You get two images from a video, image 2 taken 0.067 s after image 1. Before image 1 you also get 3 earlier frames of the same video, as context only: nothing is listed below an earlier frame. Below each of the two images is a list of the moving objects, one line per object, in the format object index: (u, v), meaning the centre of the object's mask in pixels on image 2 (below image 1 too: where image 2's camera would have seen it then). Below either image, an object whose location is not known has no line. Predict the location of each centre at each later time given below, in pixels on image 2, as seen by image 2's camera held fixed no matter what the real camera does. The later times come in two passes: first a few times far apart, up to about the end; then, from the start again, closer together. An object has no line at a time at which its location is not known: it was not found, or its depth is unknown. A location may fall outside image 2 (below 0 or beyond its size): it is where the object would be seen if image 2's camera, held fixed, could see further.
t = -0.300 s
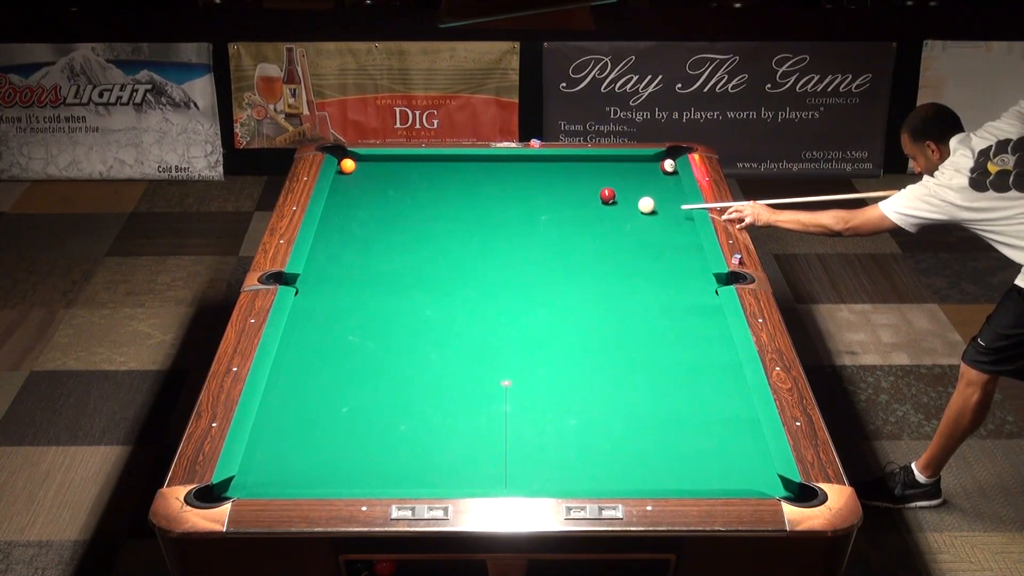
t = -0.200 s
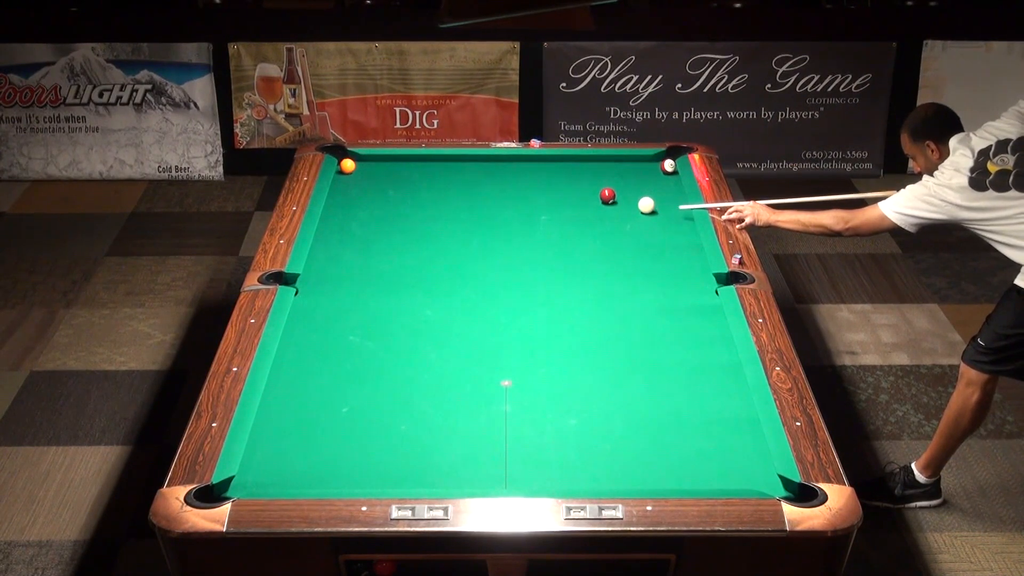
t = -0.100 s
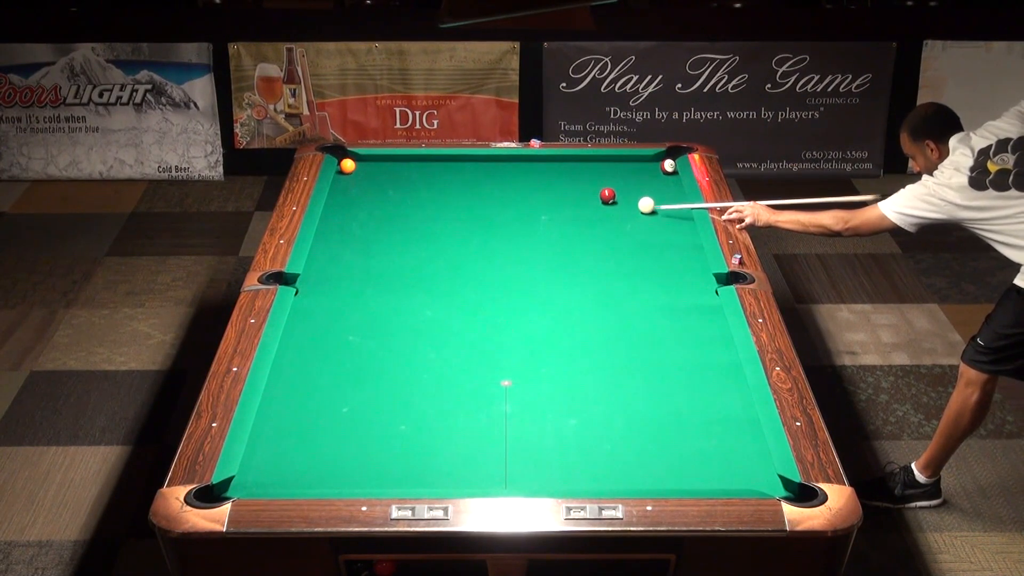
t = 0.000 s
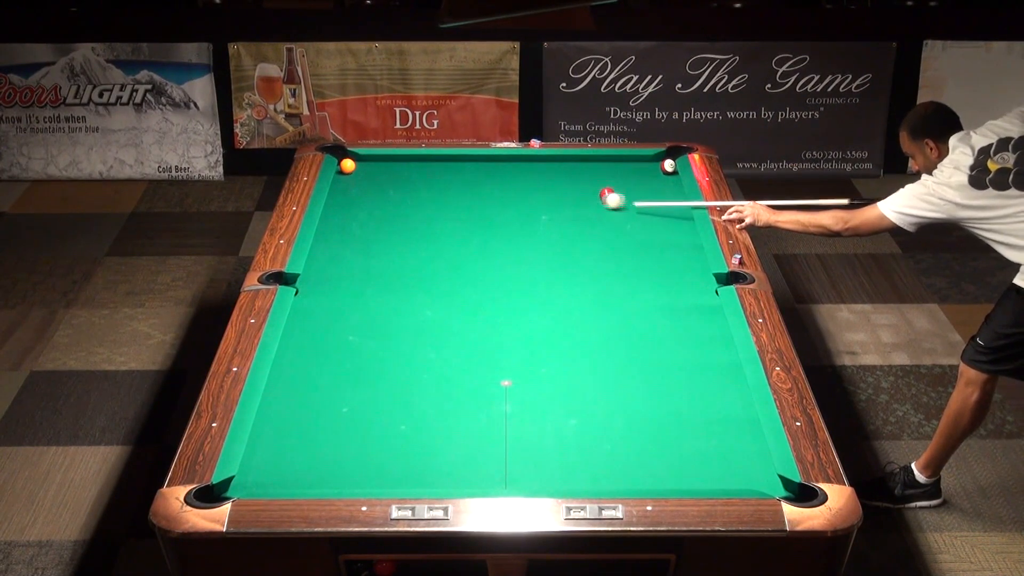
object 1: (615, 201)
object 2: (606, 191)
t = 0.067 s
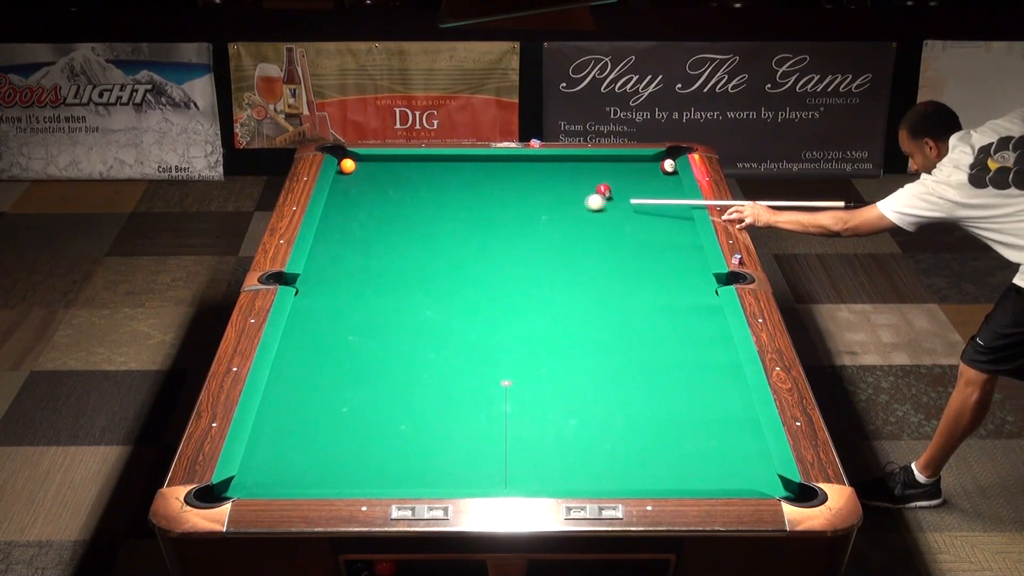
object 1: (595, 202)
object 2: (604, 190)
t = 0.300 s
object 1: (543, 207)
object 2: (592, 180)
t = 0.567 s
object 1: (485, 213)
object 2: (580, 168)
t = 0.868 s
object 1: (419, 220)
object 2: (568, 160)
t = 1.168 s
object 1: (355, 227)
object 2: (564, 165)
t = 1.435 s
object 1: (336, 234)
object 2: (559, 171)
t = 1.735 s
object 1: (364, 244)
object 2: (555, 176)
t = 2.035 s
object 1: (391, 255)
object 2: (551, 181)
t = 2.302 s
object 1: (415, 264)
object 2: (548, 186)
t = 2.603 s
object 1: (441, 274)
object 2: (545, 190)
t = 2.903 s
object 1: (465, 283)
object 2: (542, 194)
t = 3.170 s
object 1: (487, 292)
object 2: (540, 197)
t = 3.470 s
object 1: (510, 300)
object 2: (539, 199)
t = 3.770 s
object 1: (532, 309)
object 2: (538, 201)
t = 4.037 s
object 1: (550, 316)
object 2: (538, 202)
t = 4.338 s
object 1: (569, 324)
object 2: (538, 203)
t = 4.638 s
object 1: (588, 331)
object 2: (538, 203)
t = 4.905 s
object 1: (603, 337)
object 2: (538, 203)
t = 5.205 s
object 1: (618, 343)
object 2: (538, 203)
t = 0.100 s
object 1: (587, 203)
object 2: (601, 189)
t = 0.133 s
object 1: (580, 204)
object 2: (600, 188)
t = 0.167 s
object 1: (573, 205)
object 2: (598, 186)
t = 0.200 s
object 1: (566, 205)
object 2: (597, 185)
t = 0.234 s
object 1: (558, 206)
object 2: (595, 183)
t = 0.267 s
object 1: (551, 207)
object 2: (594, 182)
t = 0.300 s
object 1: (543, 207)
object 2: (592, 180)
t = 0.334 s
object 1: (536, 208)
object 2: (590, 178)
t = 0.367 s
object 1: (529, 209)
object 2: (589, 177)
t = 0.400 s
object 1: (521, 210)
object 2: (587, 175)
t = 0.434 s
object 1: (514, 210)
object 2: (586, 174)
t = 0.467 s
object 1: (507, 211)
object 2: (584, 173)
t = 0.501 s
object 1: (499, 212)
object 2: (583, 171)
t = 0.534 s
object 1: (492, 212)
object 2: (581, 170)
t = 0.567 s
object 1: (485, 213)
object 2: (580, 168)
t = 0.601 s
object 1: (478, 214)
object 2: (578, 166)
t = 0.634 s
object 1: (470, 214)
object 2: (577, 165)
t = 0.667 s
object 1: (463, 215)
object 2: (576, 164)
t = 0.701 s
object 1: (456, 216)
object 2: (574, 163)
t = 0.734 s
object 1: (448, 217)
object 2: (573, 162)
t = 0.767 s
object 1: (441, 217)
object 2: (571, 160)
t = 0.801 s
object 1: (434, 218)
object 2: (570, 159)
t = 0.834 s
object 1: (427, 219)
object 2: (569, 159)
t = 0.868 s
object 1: (419, 220)
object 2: (568, 160)
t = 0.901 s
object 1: (412, 220)
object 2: (568, 160)
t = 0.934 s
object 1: (405, 221)
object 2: (568, 161)
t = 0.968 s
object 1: (398, 222)
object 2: (567, 161)
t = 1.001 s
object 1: (391, 222)
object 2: (567, 162)
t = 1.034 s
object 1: (383, 223)
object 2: (566, 163)
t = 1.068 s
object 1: (376, 224)
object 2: (566, 163)
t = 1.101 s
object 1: (369, 225)
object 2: (565, 164)
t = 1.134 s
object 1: (362, 226)
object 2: (564, 165)
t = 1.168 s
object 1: (355, 227)
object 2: (564, 165)
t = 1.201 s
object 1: (348, 227)
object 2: (563, 166)
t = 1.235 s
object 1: (340, 228)
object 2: (563, 167)
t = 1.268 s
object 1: (333, 229)
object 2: (562, 167)
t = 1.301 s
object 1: (326, 229)
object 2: (561, 168)
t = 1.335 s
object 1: (326, 230)
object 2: (561, 169)
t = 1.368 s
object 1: (330, 231)
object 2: (560, 170)
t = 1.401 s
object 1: (333, 233)
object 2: (560, 170)
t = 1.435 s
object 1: (336, 234)
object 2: (559, 171)
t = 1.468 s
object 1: (339, 235)
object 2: (559, 171)
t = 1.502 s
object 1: (342, 236)
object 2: (558, 172)
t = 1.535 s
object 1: (346, 237)
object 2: (558, 172)
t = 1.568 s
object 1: (349, 239)
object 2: (557, 174)
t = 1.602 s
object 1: (352, 240)
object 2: (557, 174)
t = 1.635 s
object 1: (355, 241)
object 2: (556, 175)
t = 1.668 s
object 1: (358, 242)
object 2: (556, 176)
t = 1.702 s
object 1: (361, 243)
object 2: (555, 176)
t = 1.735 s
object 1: (364, 244)
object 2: (555, 176)
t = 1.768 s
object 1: (367, 245)
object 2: (554, 177)
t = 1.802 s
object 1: (370, 247)
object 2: (554, 177)
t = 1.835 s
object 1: (373, 248)
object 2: (553, 178)
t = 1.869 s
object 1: (376, 249)
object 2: (553, 178)
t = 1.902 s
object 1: (379, 250)
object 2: (552, 179)
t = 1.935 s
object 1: (382, 251)
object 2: (552, 180)
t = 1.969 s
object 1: (385, 253)
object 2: (552, 180)
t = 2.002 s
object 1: (388, 253)
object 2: (551, 181)
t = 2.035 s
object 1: (391, 255)
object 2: (551, 181)
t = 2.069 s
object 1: (394, 256)
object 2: (550, 182)
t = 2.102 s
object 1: (397, 257)
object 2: (550, 183)
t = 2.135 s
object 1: (400, 258)
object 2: (550, 183)
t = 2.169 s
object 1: (403, 259)
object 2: (549, 184)
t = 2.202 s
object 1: (406, 260)
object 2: (549, 184)
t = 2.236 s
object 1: (409, 262)
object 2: (549, 185)
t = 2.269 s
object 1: (412, 263)
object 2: (548, 185)
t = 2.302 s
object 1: (415, 264)
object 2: (548, 186)
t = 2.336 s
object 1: (418, 265)
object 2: (547, 186)
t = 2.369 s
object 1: (420, 266)
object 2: (547, 186)
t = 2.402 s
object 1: (423, 267)
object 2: (547, 187)
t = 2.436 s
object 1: (426, 268)
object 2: (546, 187)
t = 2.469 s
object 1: (429, 269)
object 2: (546, 188)
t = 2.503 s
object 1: (432, 270)
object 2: (546, 189)
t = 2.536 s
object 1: (435, 272)
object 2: (546, 189)
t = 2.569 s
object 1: (438, 273)
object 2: (545, 190)
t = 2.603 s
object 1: (441, 274)
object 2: (545, 190)
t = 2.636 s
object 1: (443, 275)
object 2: (544, 190)
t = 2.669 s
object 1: (446, 276)
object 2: (544, 191)
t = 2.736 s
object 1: (452, 278)
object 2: (544, 192)
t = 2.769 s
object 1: (454, 279)
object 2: (543, 192)
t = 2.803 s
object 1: (457, 280)
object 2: (543, 192)
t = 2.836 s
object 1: (460, 281)
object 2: (543, 193)
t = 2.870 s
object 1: (463, 282)
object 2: (542, 193)
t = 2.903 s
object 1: (465, 283)
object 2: (542, 194)
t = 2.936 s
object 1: (468, 285)
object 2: (542, 194)
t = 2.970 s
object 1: (471, 286)
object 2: (542, 194)
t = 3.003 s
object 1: (474, 287)
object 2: (541, 195)
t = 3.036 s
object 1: (476, 288)
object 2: (541, 195)
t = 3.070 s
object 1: (479, 289)
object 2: (541, 195)
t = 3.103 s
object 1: (482, 290)
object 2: (541, 196)
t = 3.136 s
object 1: (484, 291)
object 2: (540, 196)
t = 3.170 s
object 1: (487, 292)
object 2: (540, 197)
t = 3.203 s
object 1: (490, 293)
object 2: (540, 196)
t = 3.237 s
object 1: (492, 294)
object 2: (540, 197)
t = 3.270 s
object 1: (495, 295)
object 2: (540, 197)
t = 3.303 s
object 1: (497, 296)
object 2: (540, 198)
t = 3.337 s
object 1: (500, 297)
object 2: (539, 198)
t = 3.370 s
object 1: (502, 298)
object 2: (539, 198)
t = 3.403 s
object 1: (505, 299)
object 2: (539, 198)
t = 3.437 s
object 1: (507, 300)
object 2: (539, 199)
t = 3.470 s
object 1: (510, 300)
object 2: (539, 199)
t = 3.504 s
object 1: (512, 302)
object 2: (539, 199)
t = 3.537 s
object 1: (515, 302)
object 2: (539, 199)
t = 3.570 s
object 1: (517, 304)
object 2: (538, 200)
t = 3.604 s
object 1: (520, 304)
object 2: (538, 200)
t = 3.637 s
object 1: (522, 305)
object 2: (538, 200)
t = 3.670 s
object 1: (525, 306)
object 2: (538, 200)
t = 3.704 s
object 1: (527, 307)
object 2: (538, 200)
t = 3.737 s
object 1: (530, 308)
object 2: (538, 201)
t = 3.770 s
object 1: (532, 309)
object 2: (538, 201)
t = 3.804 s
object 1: (534, 310)
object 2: (538, 201)
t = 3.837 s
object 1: (537, 311)
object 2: (538, 201)
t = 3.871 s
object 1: (539, 312)
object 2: (538, 201)
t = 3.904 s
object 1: (541, 313)
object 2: (538, 202)
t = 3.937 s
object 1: (544, 314)
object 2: (538, 202)
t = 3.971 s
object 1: (546, 315)
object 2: (538, 202)
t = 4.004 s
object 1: (548, 315)
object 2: (538, 202)
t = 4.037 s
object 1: (550, 316)
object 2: (538, 202)
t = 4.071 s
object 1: (552, 317)
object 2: (538, 202)
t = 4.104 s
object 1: (555, 318)
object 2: (538, 202)
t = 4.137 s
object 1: (557, 319)
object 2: (538, 202)
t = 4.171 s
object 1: (559, 320)
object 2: (538, 202)
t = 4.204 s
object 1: (561, 321)
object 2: (538, 202)
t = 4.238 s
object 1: (563, 321)
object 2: (538, 203)
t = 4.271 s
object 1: (565, 322)
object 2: (538, 203)
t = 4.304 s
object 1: (567, 323)
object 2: (538, 203)
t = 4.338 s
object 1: (569, 324)
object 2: (538, 203)
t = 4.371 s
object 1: (572, 325)
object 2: (538, 203)
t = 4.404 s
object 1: (574, 326)
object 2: (538, 203)
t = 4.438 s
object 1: (576, 327)
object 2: (538, 203)
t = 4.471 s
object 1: (578, 327)
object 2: (538, 203)
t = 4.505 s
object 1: (580, 328)
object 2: (538, 203)
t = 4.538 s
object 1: (582, 329)
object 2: (538, 203)
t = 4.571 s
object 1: (584, 330)
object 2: (538, 203)
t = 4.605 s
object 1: (586, 330)
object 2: (538, 203)
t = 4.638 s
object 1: (588, 331)
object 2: (538, 203)
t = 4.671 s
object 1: (590, 332)
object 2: (538, 203)
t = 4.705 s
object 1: (591, 333)
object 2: (538, 203)
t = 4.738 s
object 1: (593, 333)
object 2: (538, 203)
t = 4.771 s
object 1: (595, 334)
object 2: (538, 203)
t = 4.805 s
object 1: (597, 335)
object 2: (538, 203)
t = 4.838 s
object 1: (599, 336)
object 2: (538, 203)
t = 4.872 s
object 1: (601, 337)
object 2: (538, 203)
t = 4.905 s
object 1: (603, 337)
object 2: (538, 203)
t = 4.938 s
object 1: (604, 338)
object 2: (538, 203)
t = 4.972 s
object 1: (606, 338)
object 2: (538, 203)
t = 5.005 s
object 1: (608, 339)
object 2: (538, 203)
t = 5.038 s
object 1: (610, 339)
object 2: (538, 203)
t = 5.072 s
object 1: (611, 340)
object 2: (538, 203)
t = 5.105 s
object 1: (613, 341)
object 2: (538, 203)
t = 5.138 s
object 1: (615, 342)
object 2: (538, 203)
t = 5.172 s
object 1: (616, 342)
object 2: (538, 203)
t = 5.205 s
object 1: (618, 343)
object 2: (538, 203)
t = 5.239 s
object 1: (619, 343)
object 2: (538, 203)
